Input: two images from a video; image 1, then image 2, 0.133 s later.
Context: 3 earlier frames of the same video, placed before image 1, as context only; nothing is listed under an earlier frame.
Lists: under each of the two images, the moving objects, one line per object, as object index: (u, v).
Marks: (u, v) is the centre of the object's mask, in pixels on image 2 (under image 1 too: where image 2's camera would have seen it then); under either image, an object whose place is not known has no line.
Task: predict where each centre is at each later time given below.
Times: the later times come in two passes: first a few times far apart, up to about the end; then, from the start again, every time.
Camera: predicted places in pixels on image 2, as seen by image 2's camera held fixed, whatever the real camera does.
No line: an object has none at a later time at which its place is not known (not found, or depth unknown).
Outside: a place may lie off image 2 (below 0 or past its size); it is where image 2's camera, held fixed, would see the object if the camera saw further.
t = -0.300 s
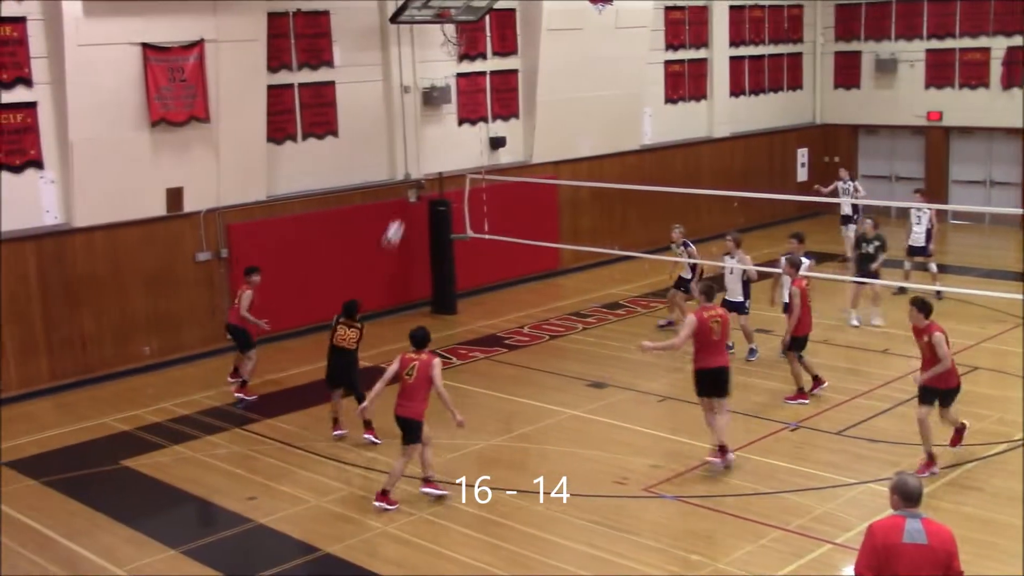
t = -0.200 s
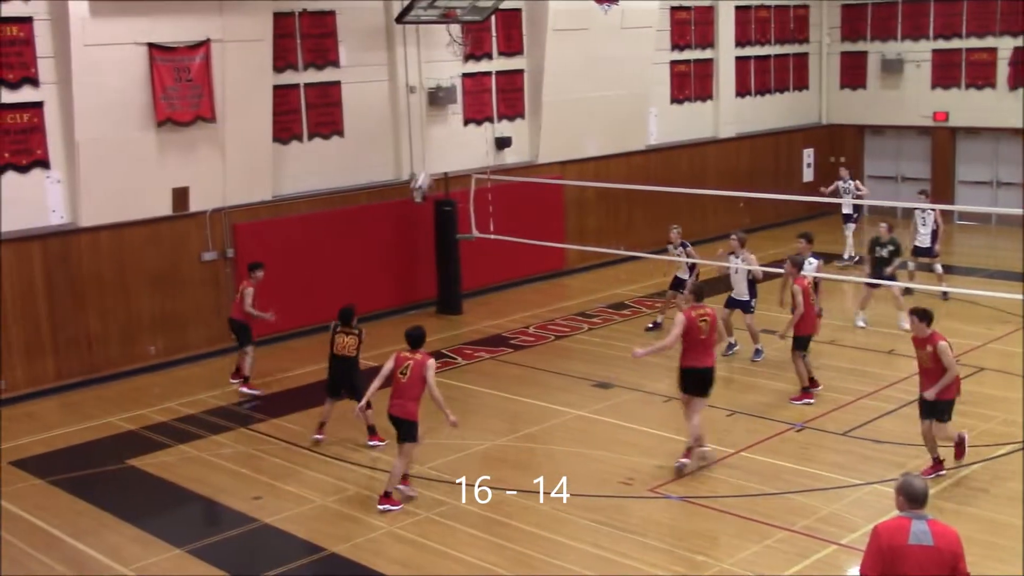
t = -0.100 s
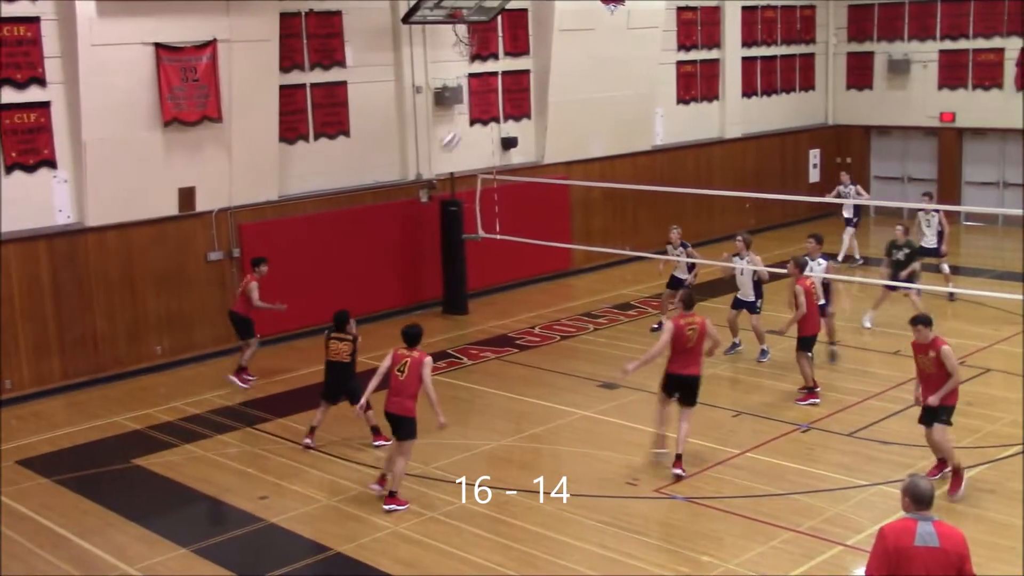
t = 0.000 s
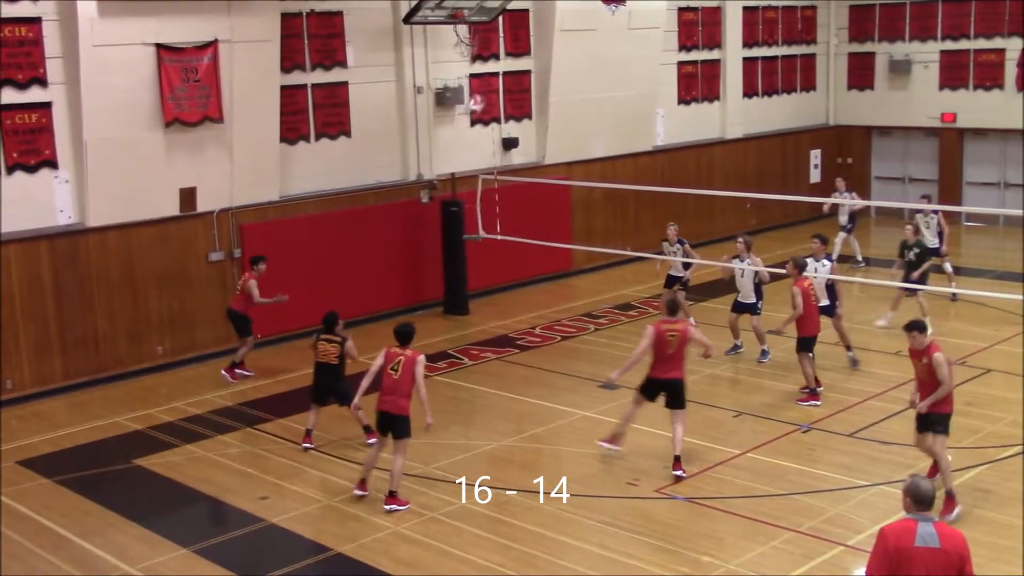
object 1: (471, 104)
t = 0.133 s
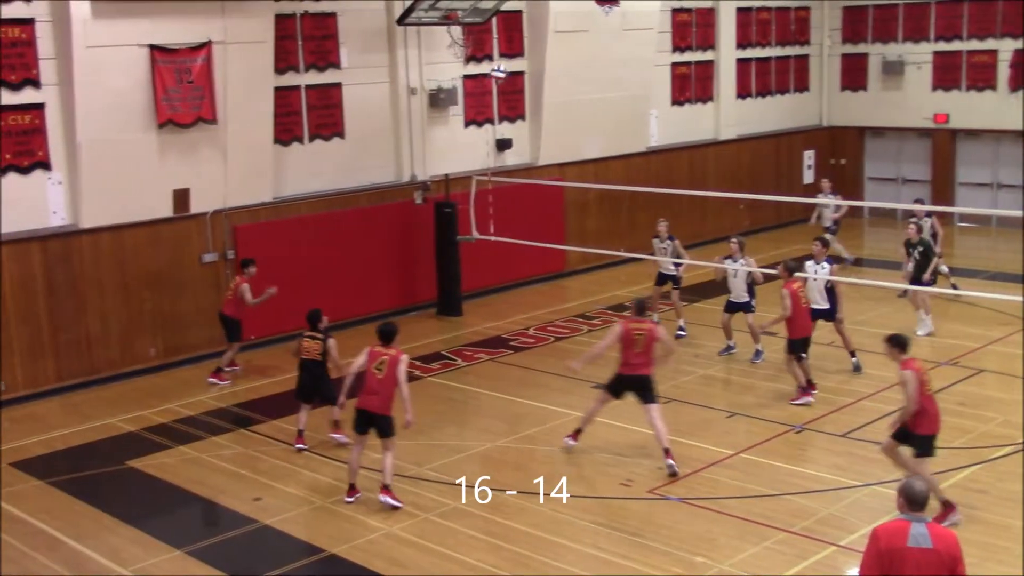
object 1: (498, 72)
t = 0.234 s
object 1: (521, 58)
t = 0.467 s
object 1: (572, 54)
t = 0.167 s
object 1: (506, 66)
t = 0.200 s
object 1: (514, 61)
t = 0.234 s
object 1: (521, 58)
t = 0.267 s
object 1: (529, 55)
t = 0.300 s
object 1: (537, 52)
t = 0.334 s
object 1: (544, 50)
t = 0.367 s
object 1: (551, 50)
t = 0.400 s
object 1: (557, 50)
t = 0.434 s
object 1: (565, 52)
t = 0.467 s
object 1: (572, 54)
